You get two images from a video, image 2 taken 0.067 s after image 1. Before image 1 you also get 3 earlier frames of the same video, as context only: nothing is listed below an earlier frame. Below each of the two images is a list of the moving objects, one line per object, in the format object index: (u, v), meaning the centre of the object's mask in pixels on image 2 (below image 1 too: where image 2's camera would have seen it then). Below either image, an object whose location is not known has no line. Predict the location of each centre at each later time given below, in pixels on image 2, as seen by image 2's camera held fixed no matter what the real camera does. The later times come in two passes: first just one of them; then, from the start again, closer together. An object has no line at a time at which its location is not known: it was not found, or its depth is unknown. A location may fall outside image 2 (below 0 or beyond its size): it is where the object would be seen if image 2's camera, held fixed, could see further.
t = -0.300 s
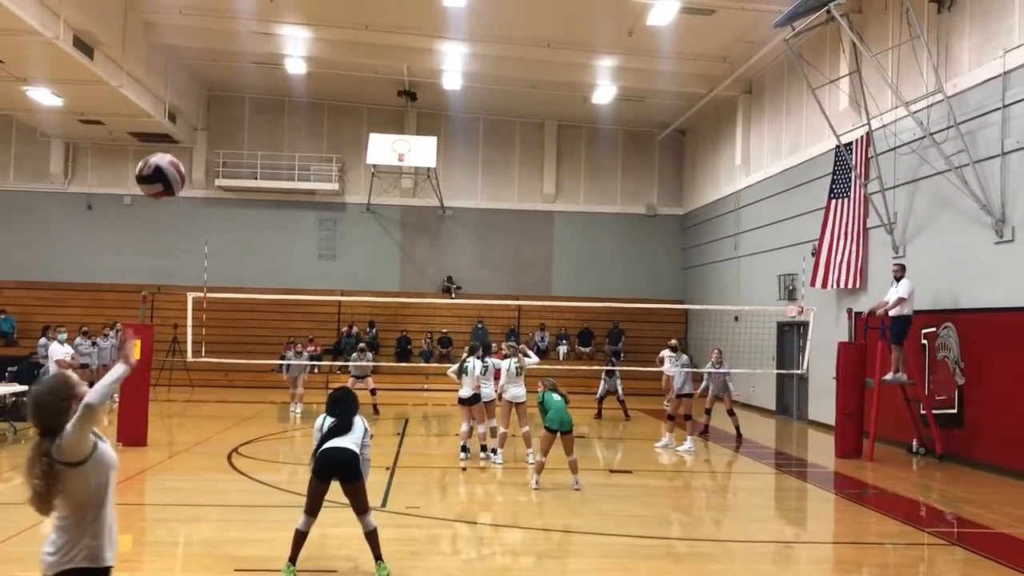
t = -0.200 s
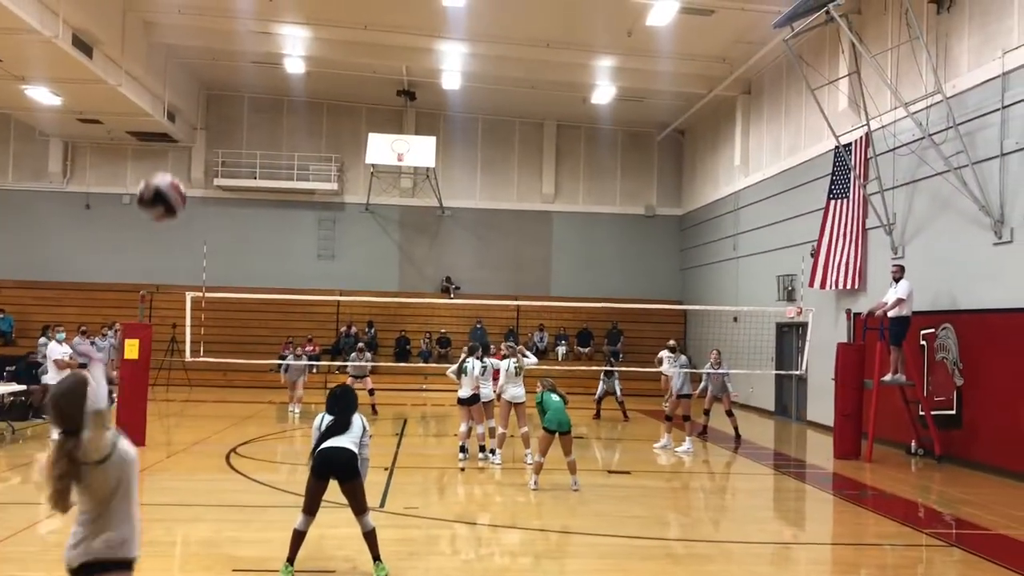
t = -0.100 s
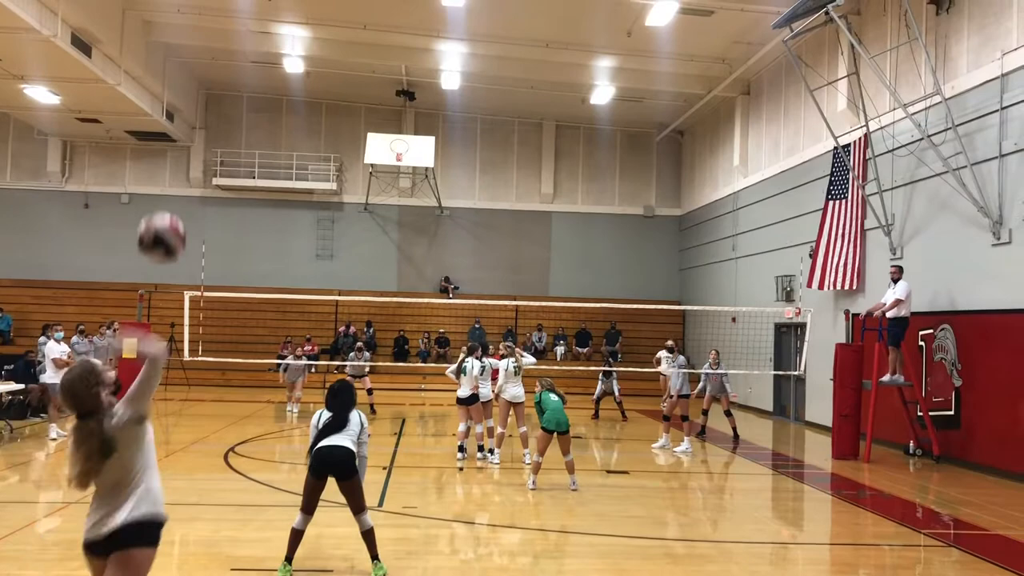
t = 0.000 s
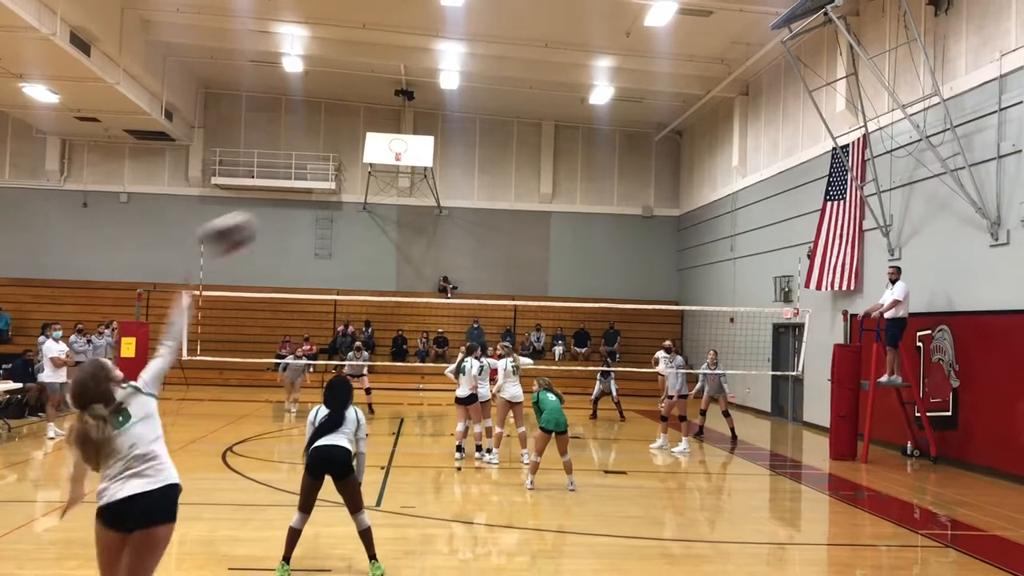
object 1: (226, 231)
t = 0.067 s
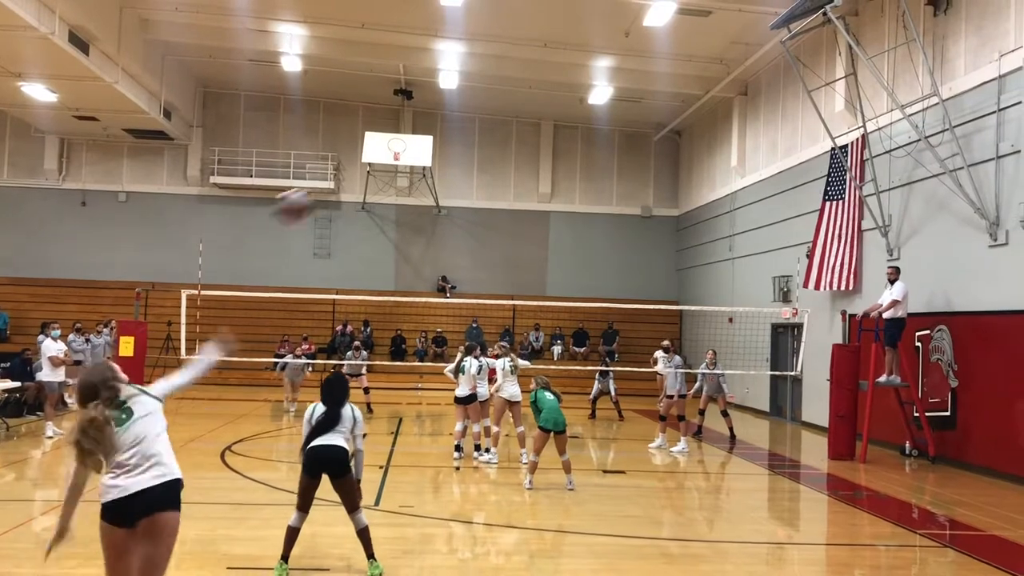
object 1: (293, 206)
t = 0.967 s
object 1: (509, 303)
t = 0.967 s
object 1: (509, 303)
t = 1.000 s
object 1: (512, 309)
